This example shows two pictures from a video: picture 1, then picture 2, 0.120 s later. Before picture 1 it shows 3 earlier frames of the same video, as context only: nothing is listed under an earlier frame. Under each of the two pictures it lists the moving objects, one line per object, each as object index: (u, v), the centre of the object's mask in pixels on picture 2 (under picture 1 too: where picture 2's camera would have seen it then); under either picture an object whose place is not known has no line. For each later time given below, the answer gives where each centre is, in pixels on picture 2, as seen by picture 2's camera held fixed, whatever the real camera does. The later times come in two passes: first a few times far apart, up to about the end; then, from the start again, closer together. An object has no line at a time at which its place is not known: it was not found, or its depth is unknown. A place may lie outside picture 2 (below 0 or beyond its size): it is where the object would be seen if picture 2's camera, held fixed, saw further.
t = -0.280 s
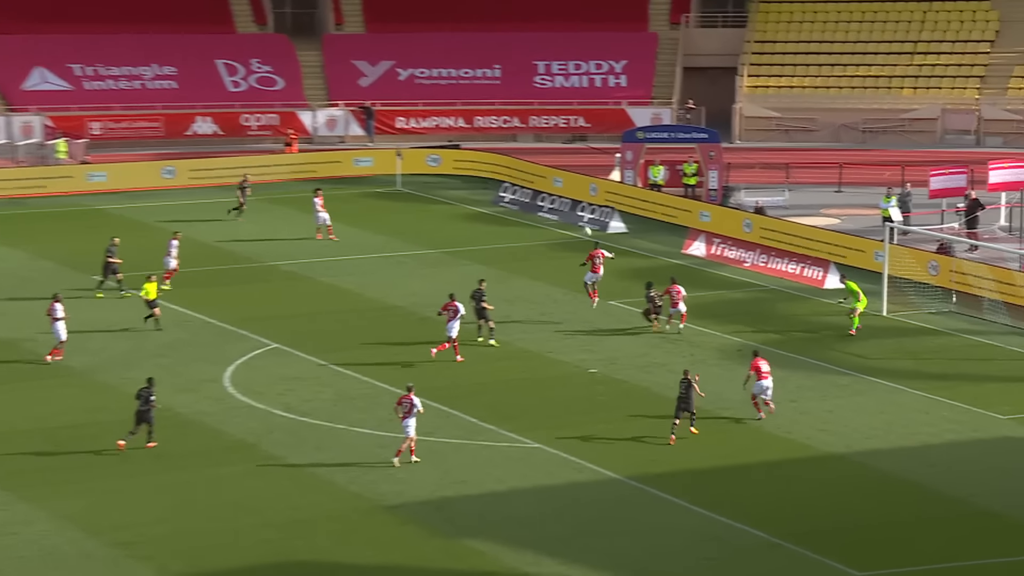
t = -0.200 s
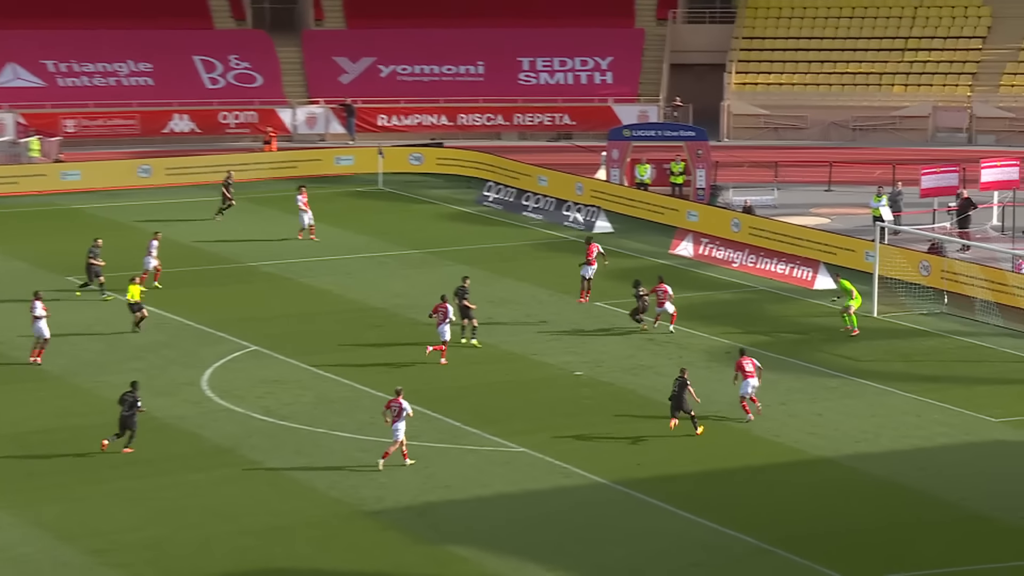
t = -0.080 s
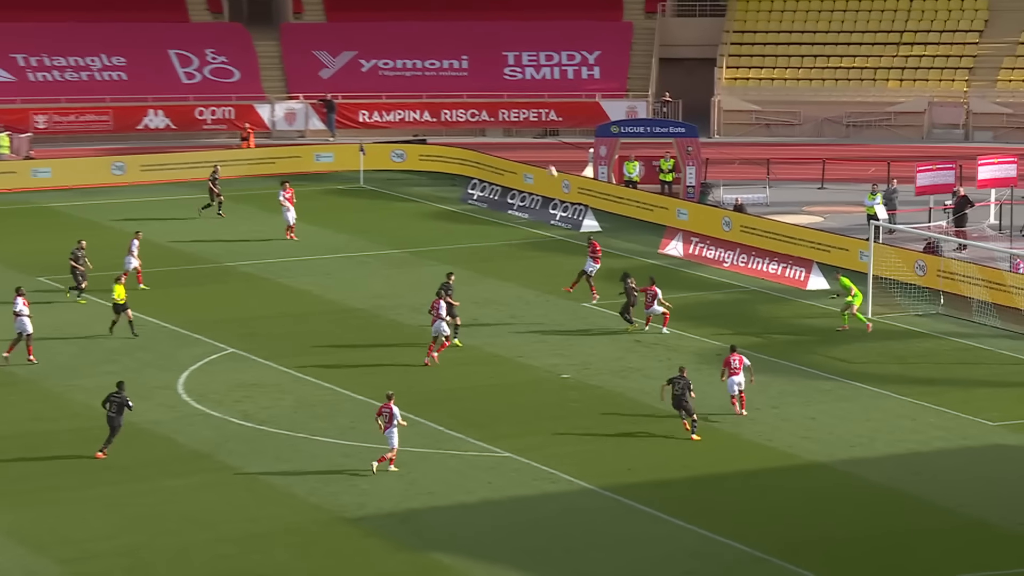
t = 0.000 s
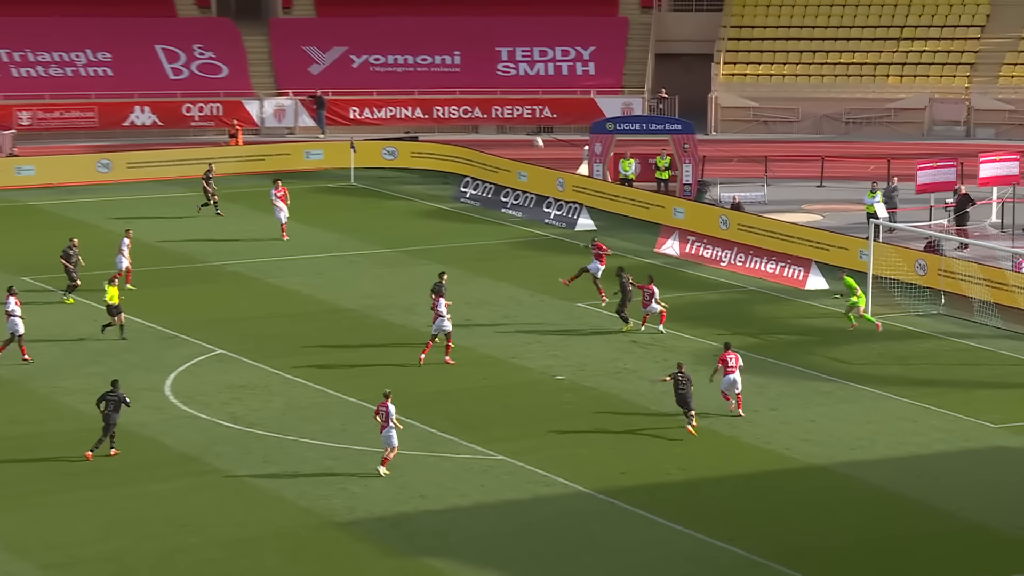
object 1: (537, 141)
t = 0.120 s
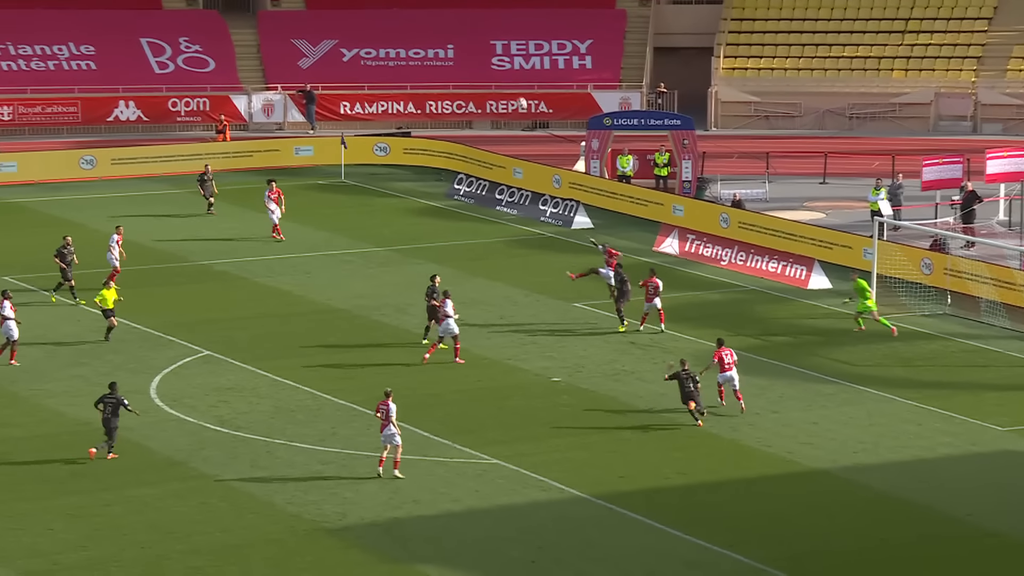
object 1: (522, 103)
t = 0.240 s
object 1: (510, 75)
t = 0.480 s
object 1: (490, 41)
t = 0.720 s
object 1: (474, 38)
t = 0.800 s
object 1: (469, 42)
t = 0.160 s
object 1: (517, 93)
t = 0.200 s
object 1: (513, 83)
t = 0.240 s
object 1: (510, 75)
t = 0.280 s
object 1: (506, 65)
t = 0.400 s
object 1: (496, 48)
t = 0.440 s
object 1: (492, 44)
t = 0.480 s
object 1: (490, 41)
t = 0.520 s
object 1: (487, 37)
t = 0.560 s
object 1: (484, 36)
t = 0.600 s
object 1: (482, 35)
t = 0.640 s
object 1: (479, 35)
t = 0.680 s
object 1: (478, 36)
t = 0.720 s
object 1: (474, 38)
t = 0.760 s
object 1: (471, 40)
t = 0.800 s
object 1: (469, 42)
